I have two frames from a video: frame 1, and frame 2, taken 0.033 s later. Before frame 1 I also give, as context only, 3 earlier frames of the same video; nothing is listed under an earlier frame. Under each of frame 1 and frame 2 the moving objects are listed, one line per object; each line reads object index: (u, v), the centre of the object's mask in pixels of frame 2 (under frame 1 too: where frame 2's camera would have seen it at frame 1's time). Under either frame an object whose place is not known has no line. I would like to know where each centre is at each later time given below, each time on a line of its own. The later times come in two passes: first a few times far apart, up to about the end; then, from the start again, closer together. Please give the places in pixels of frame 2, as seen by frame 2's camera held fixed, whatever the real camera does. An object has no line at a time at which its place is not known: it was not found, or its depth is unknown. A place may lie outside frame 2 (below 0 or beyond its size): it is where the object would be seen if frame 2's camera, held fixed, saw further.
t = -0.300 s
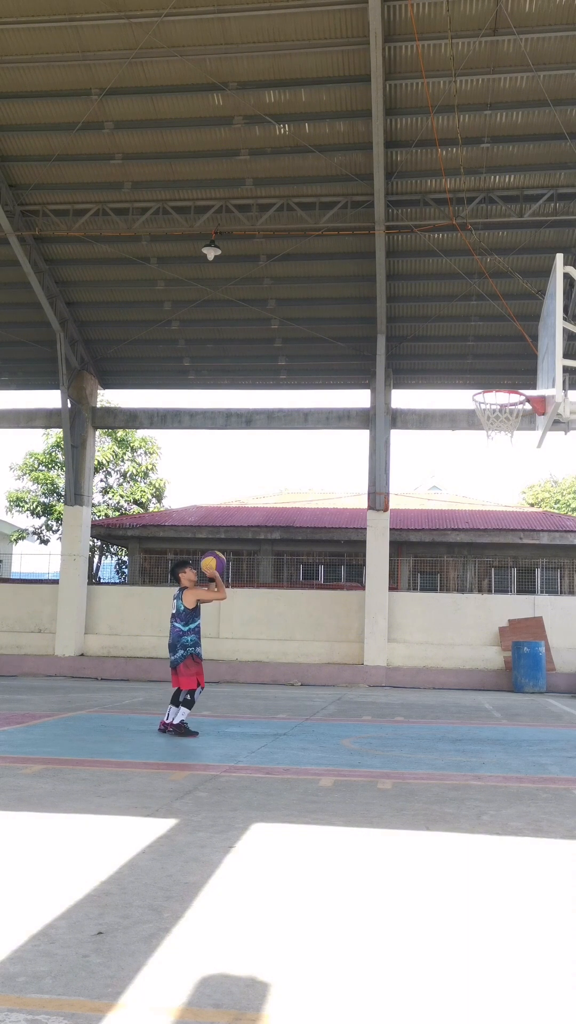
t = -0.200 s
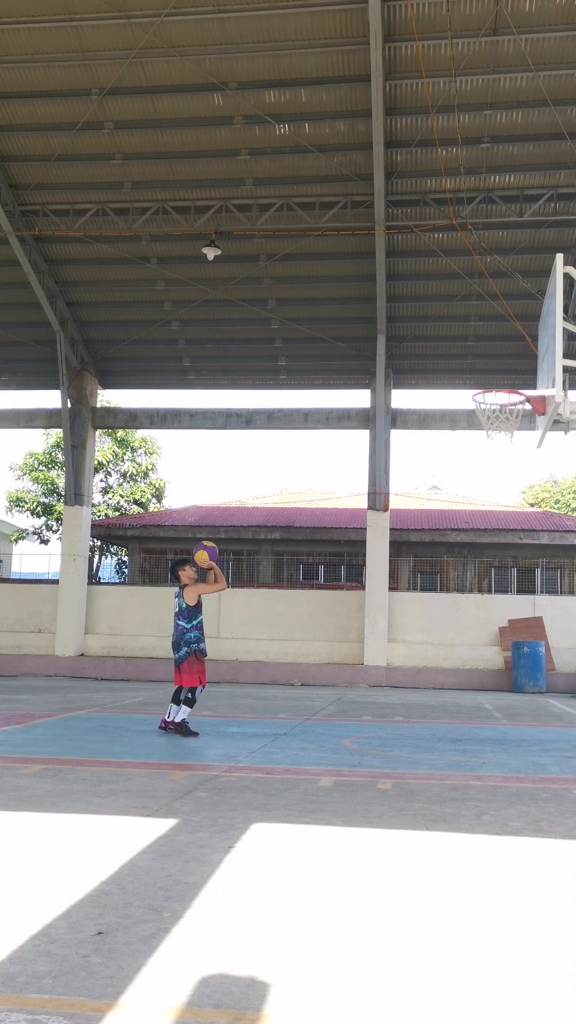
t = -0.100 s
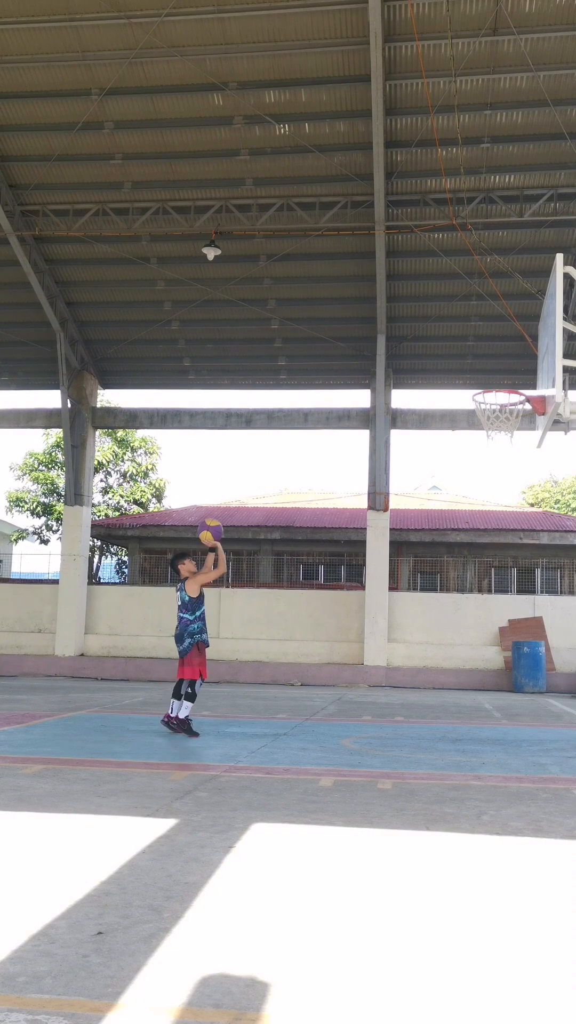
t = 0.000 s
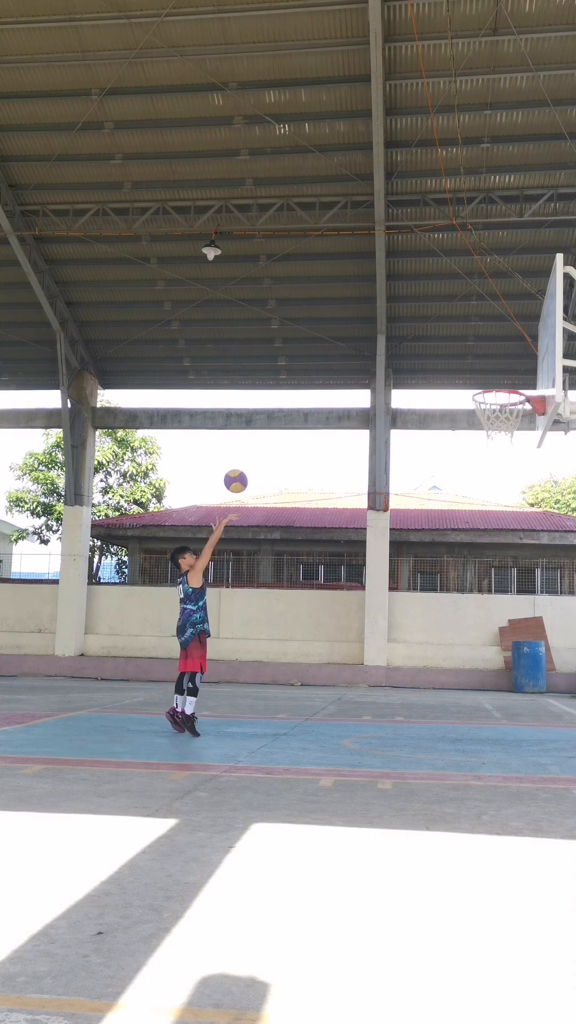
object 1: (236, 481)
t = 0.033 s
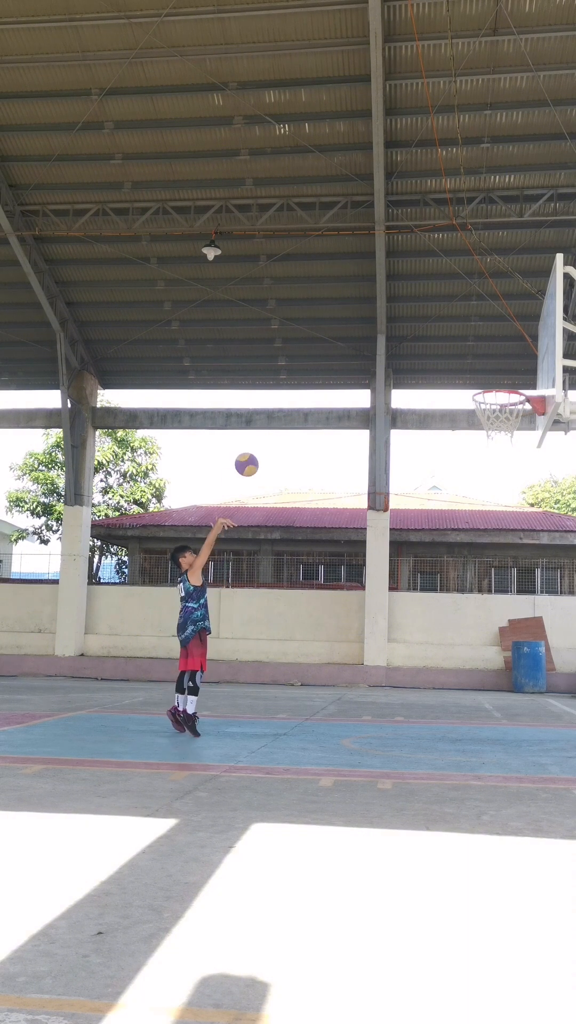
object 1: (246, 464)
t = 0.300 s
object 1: (333, 372)
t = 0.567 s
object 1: (418, 349)
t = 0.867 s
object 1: (515, 409)
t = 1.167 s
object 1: (508, 432)
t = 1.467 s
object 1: (488, 537)
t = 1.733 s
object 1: (471, 715)
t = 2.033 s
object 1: (441, 588)
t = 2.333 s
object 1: (411, 527)
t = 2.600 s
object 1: (384, 557)
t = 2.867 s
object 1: (356, 663)
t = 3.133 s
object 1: (333, 657)
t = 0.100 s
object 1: (268, 434)
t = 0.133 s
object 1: (279, 421)
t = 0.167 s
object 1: (290, 410)
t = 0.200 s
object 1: (300, 399)
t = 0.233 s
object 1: (312, 388)
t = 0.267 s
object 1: (322, 380)
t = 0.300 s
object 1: (333, 372)
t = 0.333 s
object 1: (343, 366)
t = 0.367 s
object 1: (354, 360)
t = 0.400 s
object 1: (365, 355)
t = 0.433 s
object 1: (375, 352)
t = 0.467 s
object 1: (386, 350)
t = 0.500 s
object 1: (397, 349)
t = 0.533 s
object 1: (407, 349)
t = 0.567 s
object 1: (418, 349)
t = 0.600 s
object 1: (428, 352)
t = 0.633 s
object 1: (439, 355)
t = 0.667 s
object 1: (450, 359)
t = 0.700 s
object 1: (461, 365)
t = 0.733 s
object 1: (471, 371)
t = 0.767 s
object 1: (482, 379)
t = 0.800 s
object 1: (493, 387)
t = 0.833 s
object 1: (503, 400)
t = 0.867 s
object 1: (515, 409)
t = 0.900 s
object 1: (522, 413)
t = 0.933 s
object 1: (523, 415)
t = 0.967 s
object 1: (520, 418)
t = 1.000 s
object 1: (518, 419)
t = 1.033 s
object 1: (516, 419)
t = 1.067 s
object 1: (514, 420)
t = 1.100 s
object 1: (512, 423)
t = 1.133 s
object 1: (510, 427)
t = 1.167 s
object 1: (508, 432)
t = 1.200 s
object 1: (506, 439)
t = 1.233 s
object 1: (504, 447)
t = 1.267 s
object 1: (501, 456)
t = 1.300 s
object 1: (499, 466)
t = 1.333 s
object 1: (497, 478)
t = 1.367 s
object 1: (495, 491)
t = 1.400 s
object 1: (493, 505)
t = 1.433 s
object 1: (491, 520)
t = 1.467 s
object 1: (488, 537)
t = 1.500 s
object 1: (486, 554)
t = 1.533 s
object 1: (484, 574)
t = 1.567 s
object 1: (482, 594)
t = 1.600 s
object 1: (479, 615)
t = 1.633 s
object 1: (477, 638)
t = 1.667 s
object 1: (475, 663)
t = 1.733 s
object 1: (471, 715)
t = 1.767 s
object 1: (468, 732)
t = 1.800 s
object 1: (465, 709)
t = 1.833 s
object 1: (461, 688)
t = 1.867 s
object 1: (458, 668)
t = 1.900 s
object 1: (454, 649)
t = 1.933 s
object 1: (451, 632)
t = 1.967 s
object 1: (448, 616)
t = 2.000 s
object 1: (444, 601)
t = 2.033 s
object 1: (441, 588)
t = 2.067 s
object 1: (438, 576)
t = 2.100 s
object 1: (434, 566)
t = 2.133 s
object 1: (431, 556)
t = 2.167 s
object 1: (427, 549)
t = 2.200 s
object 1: (424, 543)
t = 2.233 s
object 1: (421, 537)
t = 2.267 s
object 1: (418, 533)
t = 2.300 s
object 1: (414, 529)
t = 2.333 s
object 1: (411, 527)
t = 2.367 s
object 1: (407, 527)
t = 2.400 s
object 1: (404, 527)
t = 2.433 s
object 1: (401, 529)
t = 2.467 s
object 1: (397, 533)
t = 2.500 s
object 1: (394, 537)
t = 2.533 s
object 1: (391, 542)
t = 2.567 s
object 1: (387, 549)
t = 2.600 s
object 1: (384, 557)
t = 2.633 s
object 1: (380, 566)
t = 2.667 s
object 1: (377, 576)
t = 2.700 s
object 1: (373, 588)
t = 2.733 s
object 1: (370, 600)
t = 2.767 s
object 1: (366, 614)
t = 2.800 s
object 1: (363, 629)
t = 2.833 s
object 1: (359, 646)
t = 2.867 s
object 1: (356, 663)
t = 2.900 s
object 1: (353, 682)
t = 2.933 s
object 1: (349, 702)
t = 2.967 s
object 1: (346, 724)
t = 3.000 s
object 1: (343, 720)
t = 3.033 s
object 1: (341, 703)
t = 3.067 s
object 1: (338, 686)
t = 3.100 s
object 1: (336, 671)
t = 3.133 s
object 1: (333, 657)
